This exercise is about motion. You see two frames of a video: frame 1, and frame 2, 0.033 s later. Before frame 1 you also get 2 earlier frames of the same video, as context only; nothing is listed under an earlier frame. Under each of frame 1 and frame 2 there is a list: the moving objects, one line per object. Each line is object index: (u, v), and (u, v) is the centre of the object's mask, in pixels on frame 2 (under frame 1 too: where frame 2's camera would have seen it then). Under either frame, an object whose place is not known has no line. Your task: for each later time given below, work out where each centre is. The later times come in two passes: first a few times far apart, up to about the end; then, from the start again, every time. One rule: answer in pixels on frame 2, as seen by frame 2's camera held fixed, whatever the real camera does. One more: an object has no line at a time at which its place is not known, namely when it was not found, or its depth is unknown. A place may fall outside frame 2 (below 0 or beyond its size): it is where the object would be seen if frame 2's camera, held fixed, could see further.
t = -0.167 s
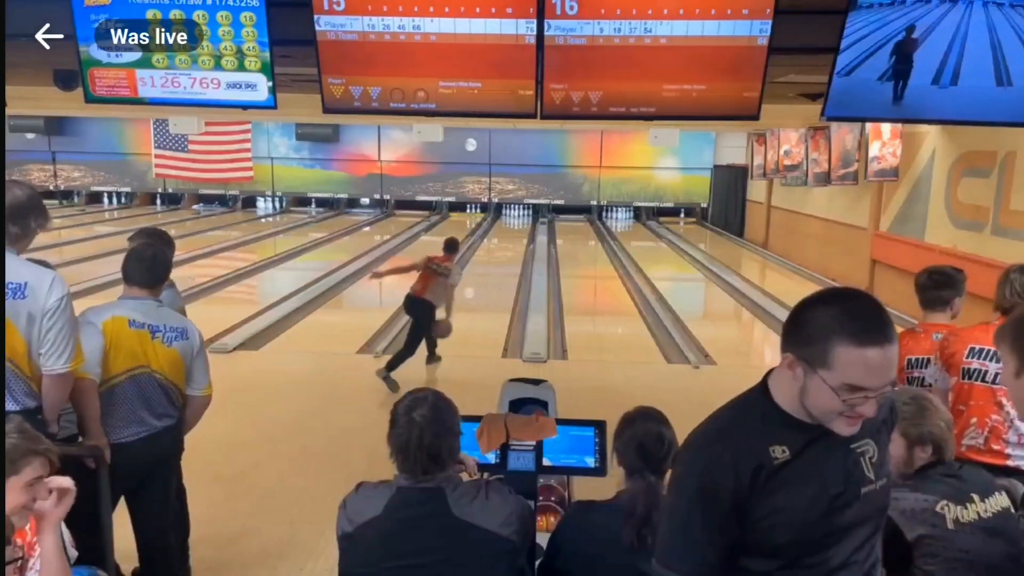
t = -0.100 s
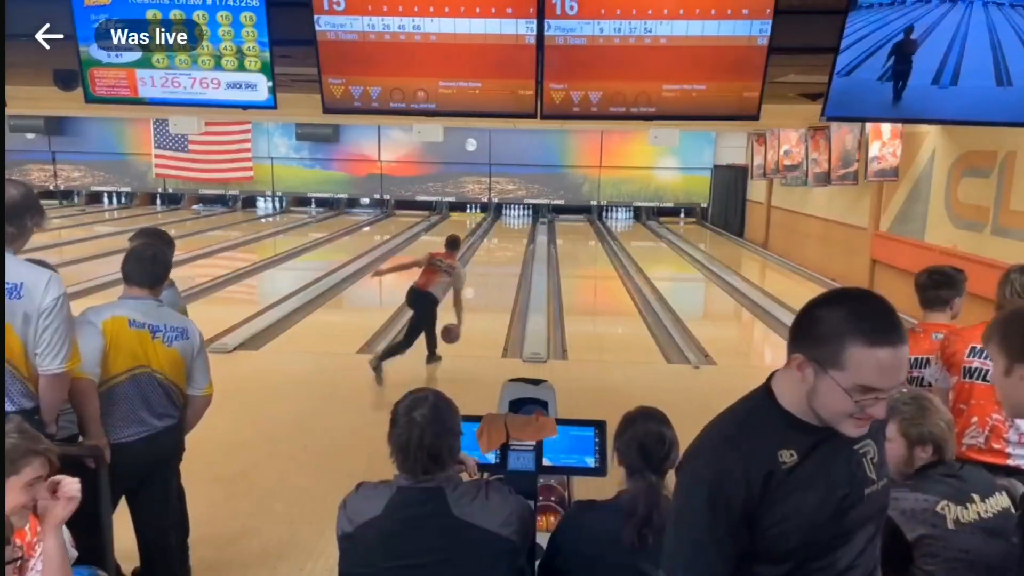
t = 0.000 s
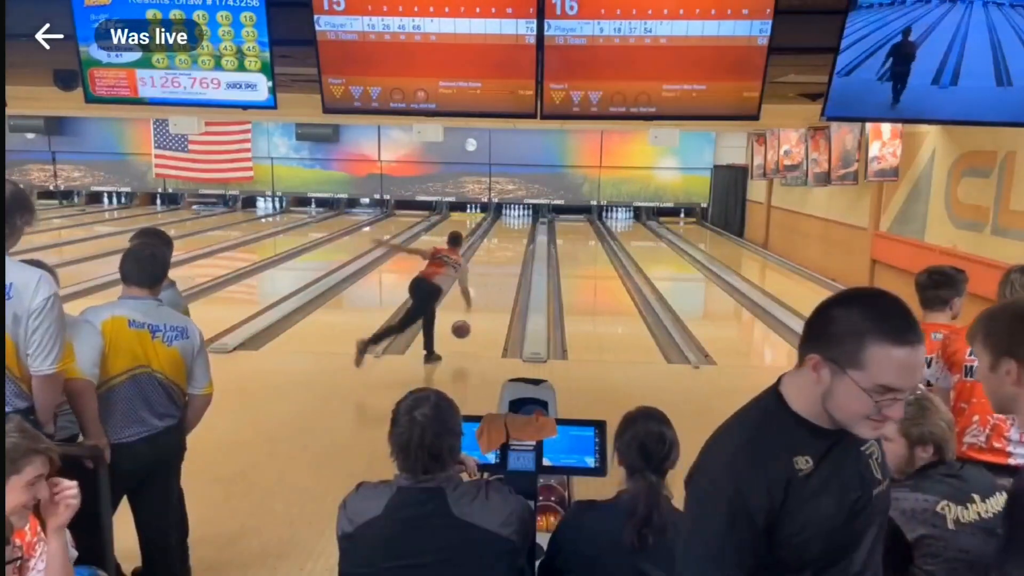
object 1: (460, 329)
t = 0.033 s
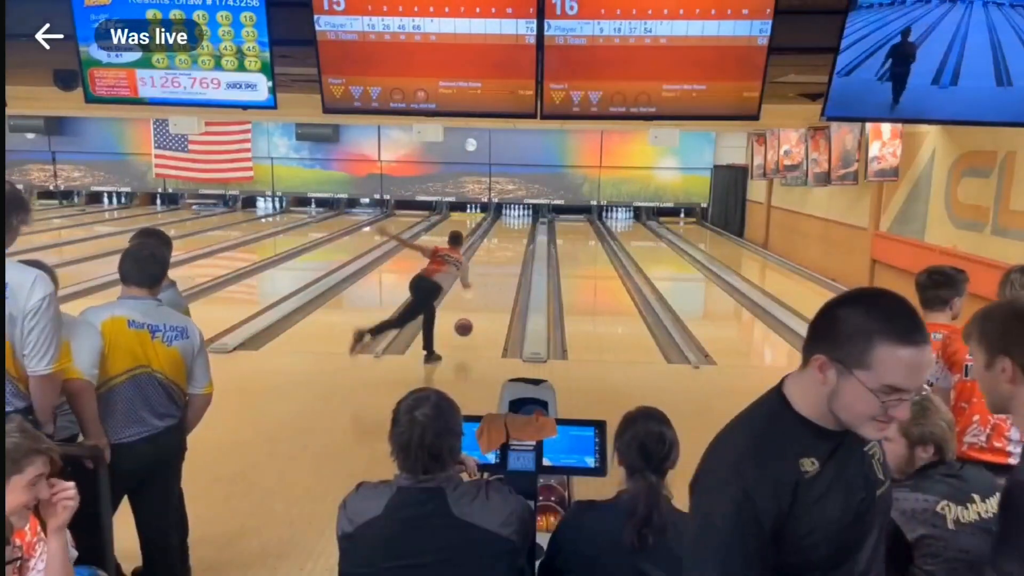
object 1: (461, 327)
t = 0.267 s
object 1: (478, 312)
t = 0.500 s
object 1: (489, 292)
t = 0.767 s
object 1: (499, 274)
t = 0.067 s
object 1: (464, 325)
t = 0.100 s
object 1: (467, 325)
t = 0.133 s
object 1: (470, 326)
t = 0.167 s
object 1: (472, 322)
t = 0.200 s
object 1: (474, 318)
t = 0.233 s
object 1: (476, 316)
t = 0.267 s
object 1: (478, 312)
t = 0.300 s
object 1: (480, 309)
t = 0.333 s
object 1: (482, 306)
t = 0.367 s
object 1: (483, 303)
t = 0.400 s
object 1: (485, 300)
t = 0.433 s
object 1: (486, 298)
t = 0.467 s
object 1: (490, 294)
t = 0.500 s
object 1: (489, 292)
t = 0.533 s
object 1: (491, 290)
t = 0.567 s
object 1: (492, 287)
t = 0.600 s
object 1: (493, 285)
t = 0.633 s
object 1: (494, 283)
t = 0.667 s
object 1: (496, 280)
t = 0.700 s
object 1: (497, 278)
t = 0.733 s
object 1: (498, 276)
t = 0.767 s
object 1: (499, 274)
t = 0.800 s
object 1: (499, 273)
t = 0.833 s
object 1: (501, 271)
